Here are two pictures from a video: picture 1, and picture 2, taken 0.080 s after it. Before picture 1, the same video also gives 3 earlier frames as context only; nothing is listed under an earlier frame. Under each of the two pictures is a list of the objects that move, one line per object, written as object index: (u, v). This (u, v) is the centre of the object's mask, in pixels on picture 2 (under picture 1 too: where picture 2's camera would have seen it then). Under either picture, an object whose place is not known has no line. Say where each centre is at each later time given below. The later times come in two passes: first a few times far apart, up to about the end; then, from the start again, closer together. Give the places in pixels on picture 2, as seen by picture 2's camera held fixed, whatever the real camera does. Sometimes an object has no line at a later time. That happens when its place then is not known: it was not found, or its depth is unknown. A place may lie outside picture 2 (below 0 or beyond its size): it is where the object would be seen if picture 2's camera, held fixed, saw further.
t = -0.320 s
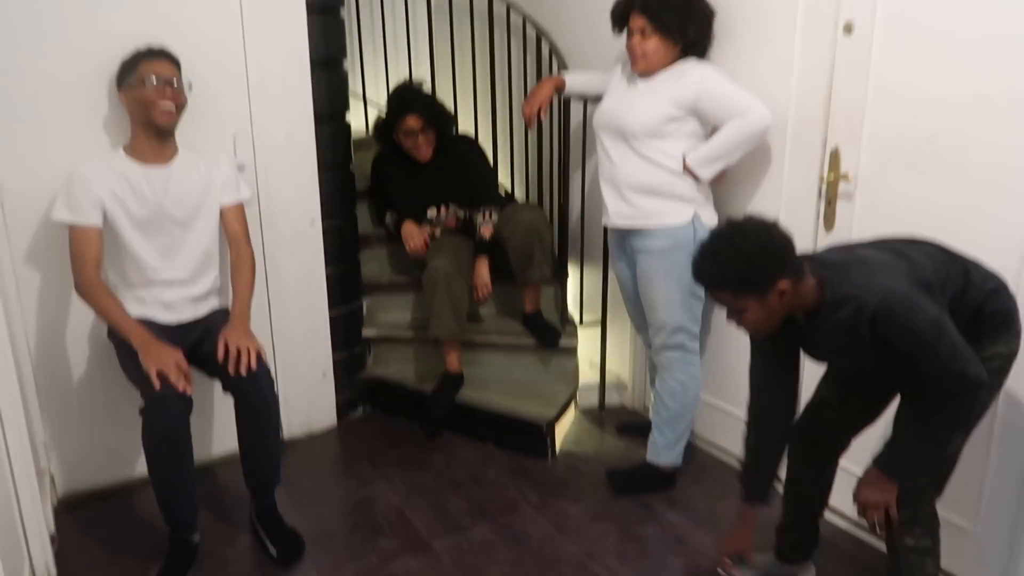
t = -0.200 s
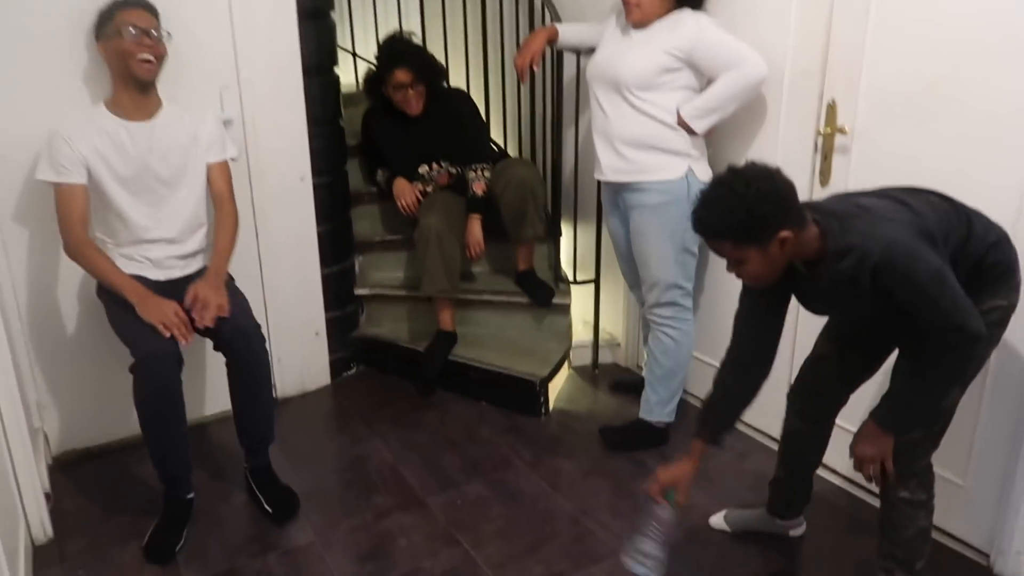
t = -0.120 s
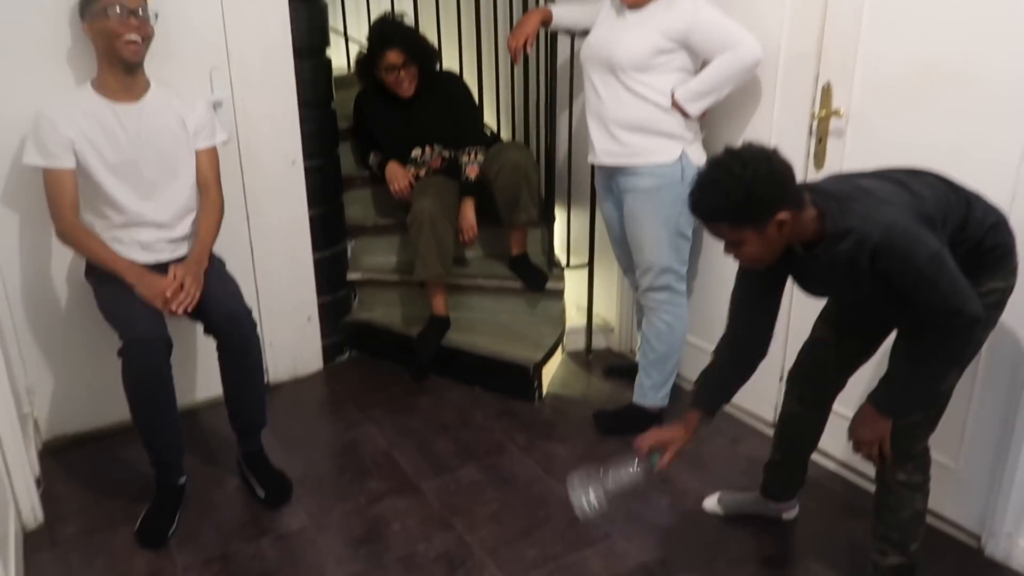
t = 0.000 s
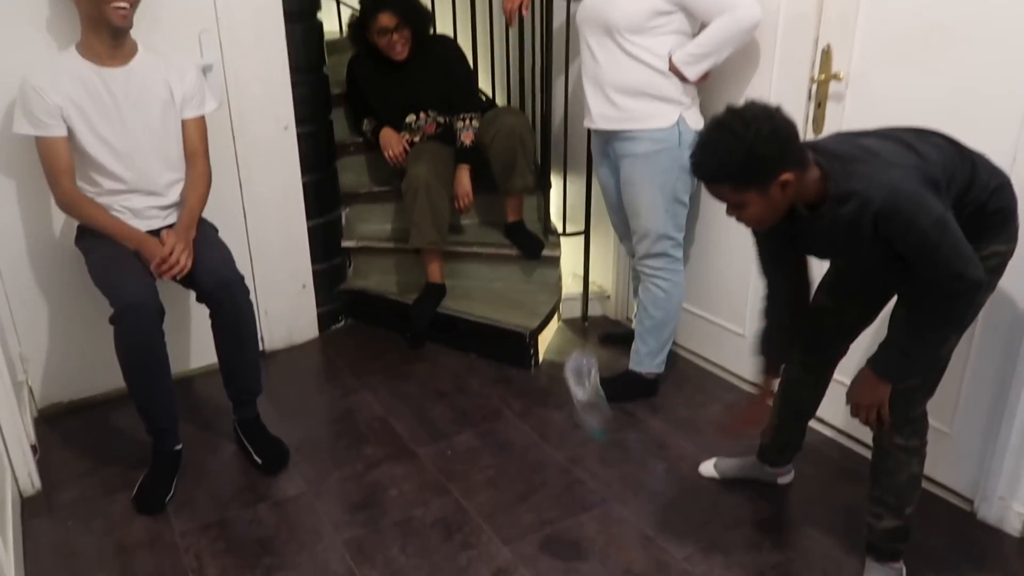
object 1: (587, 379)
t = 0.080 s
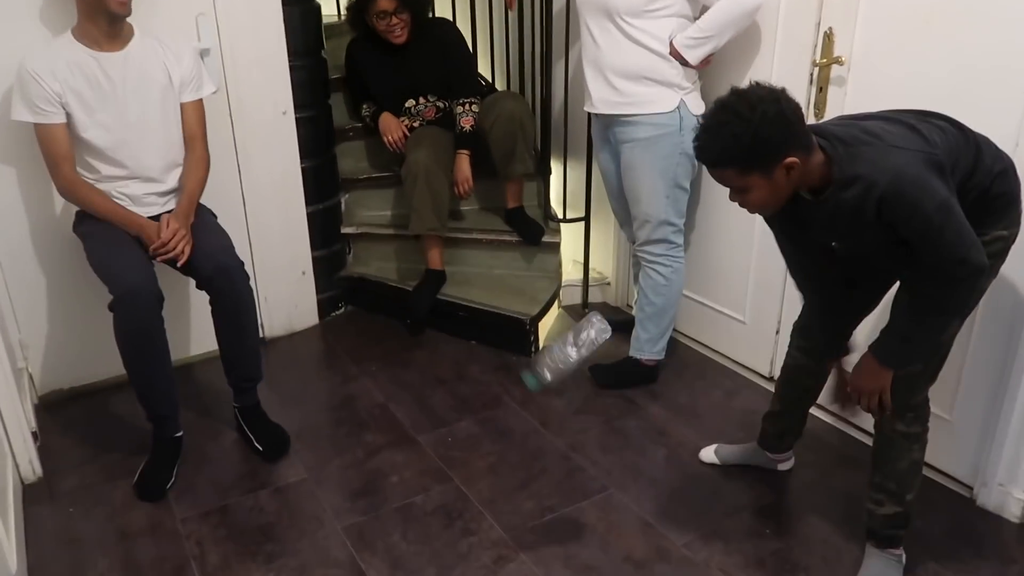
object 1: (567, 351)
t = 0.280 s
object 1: (578, 373)
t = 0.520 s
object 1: (594, 530)
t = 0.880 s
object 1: (621, 557)
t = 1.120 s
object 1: (620, 558)
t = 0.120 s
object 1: (564, 339)
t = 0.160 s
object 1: (566, 334)
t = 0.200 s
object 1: (571, 338)
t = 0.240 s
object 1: (575, 351)
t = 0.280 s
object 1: (578, 373)
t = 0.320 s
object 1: (580, 401)
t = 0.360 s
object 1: (581, 436)
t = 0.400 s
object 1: (582, 477)
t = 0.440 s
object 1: (582, 525)
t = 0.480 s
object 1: (589, 531)
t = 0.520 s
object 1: (594, 530)
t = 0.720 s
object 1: (620, 556)
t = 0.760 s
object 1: (620, 557)
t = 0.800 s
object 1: (621, 557)
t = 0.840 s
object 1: (621, 557)
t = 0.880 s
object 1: (621, 557)
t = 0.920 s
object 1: (620, 556)
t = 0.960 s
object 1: (620, 556)
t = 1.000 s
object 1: (620, 556)
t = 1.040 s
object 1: (620, 557)
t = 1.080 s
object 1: (620, 557)
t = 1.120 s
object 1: (620, 558)
